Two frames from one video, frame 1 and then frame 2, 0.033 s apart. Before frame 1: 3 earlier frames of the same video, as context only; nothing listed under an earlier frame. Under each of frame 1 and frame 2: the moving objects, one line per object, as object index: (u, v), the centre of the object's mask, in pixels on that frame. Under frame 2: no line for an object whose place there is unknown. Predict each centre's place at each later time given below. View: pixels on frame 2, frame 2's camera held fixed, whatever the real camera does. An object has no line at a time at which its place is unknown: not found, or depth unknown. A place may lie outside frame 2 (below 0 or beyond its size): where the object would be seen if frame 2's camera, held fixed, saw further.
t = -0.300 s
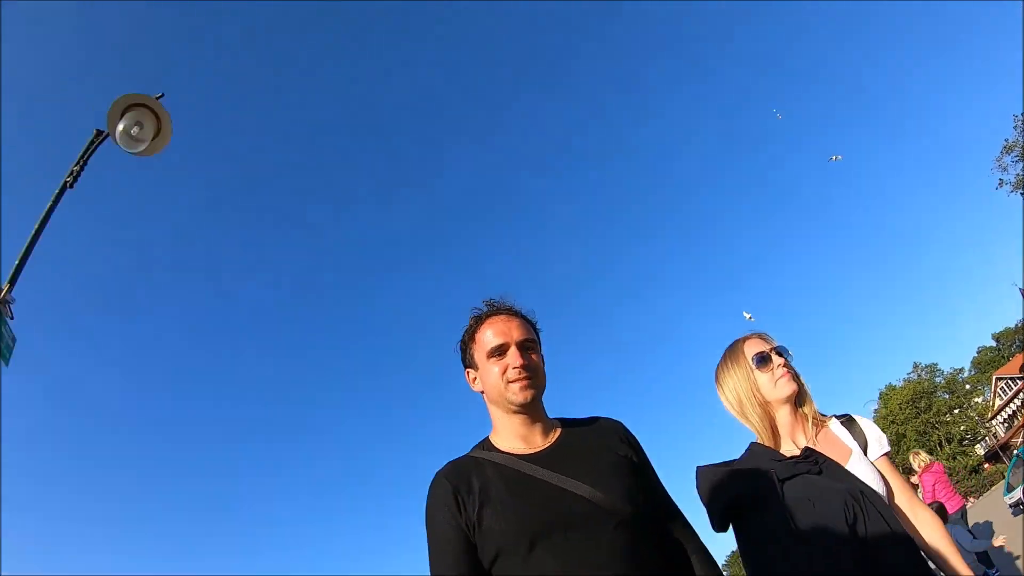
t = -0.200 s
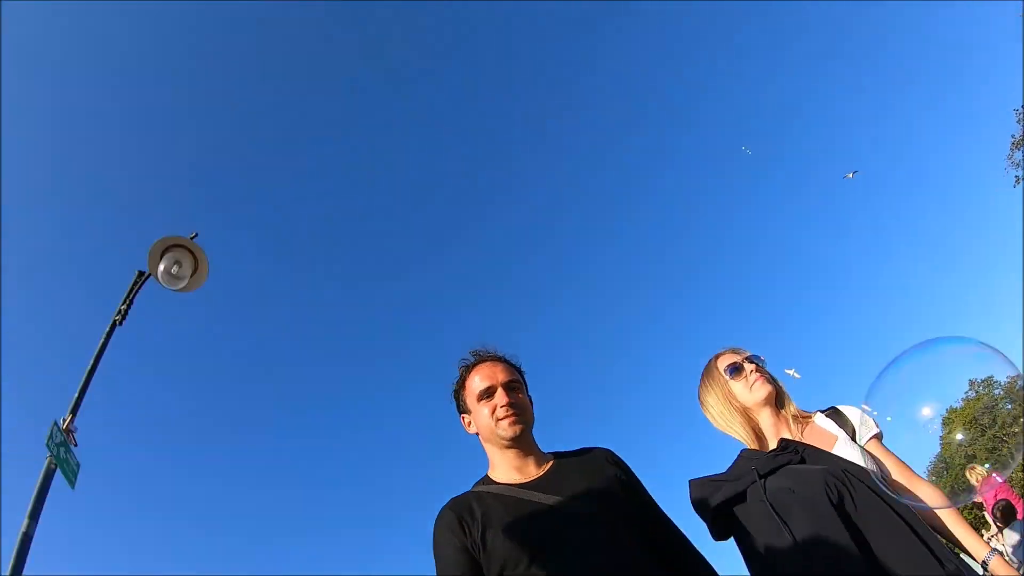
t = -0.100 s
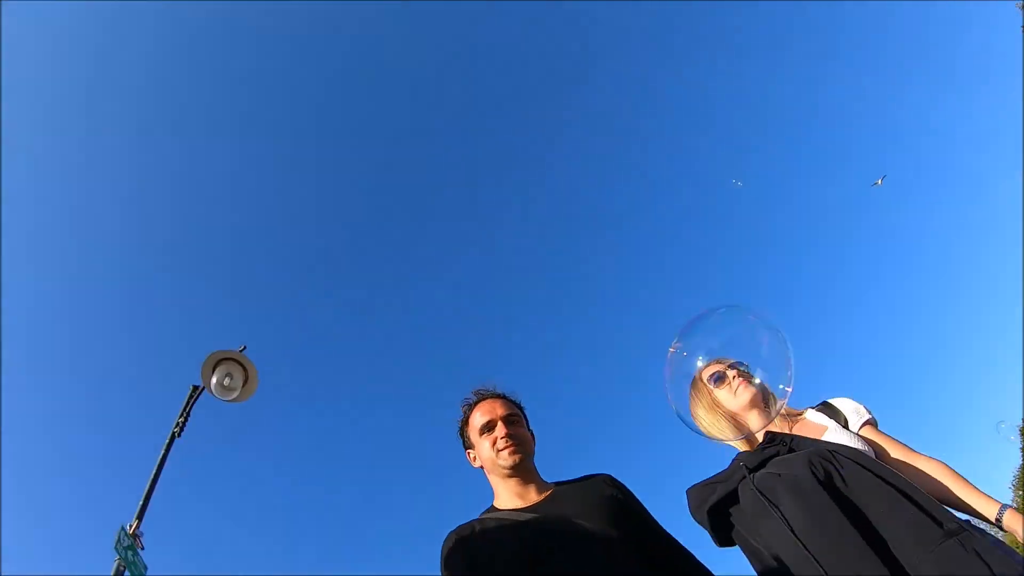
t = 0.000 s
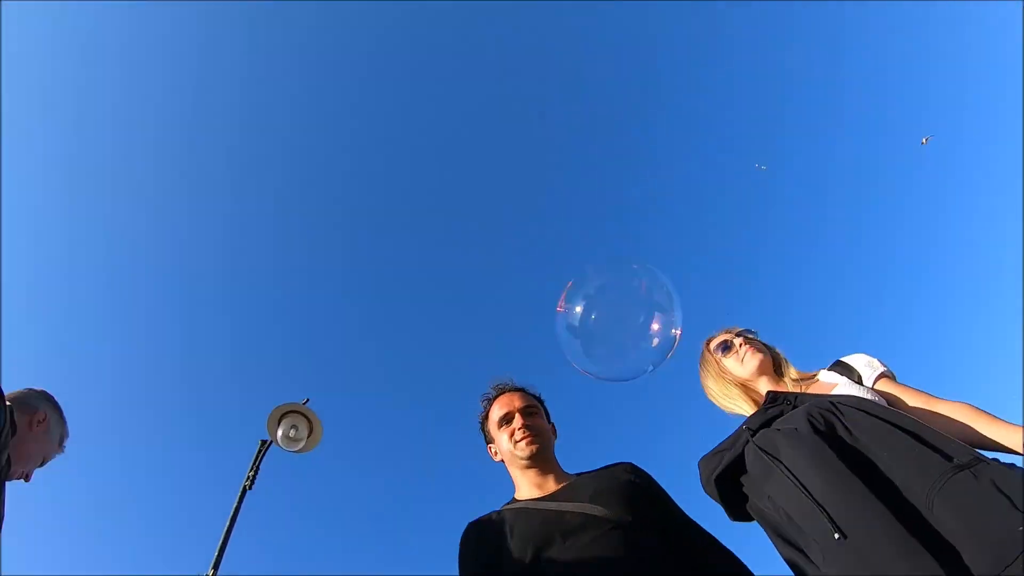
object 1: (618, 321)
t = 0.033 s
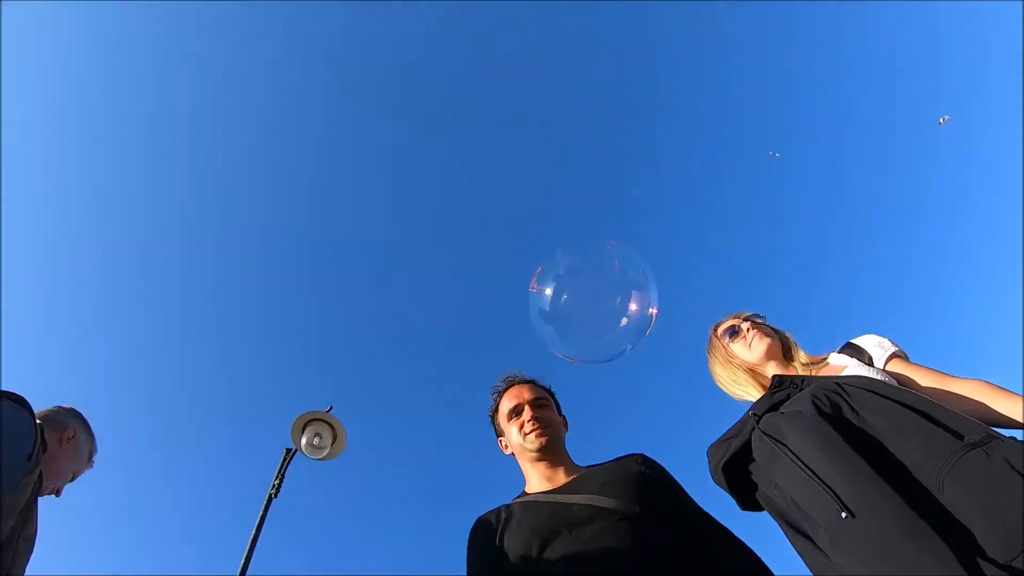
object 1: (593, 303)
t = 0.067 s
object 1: (561, 287)
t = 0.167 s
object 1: (464, 271)
